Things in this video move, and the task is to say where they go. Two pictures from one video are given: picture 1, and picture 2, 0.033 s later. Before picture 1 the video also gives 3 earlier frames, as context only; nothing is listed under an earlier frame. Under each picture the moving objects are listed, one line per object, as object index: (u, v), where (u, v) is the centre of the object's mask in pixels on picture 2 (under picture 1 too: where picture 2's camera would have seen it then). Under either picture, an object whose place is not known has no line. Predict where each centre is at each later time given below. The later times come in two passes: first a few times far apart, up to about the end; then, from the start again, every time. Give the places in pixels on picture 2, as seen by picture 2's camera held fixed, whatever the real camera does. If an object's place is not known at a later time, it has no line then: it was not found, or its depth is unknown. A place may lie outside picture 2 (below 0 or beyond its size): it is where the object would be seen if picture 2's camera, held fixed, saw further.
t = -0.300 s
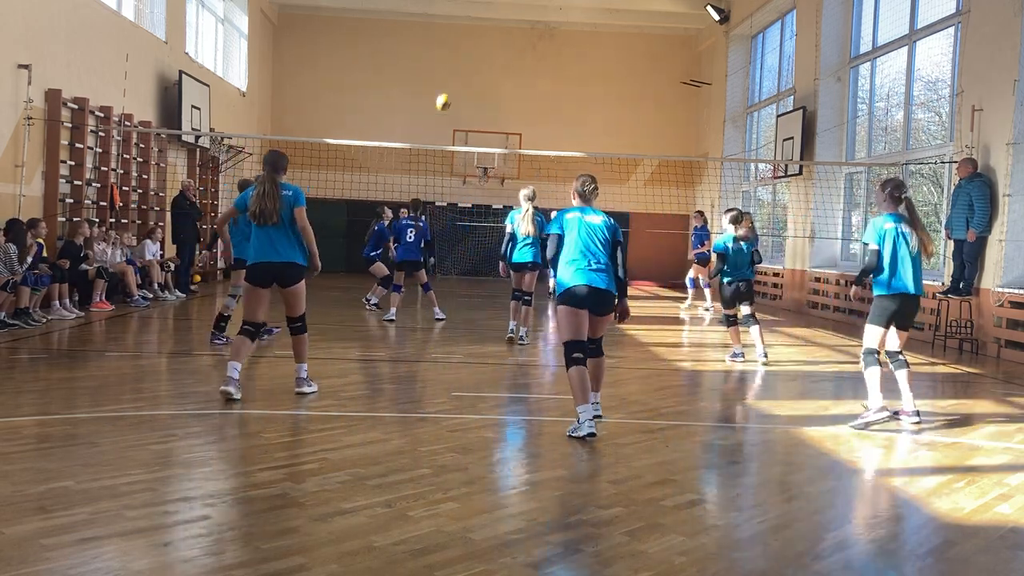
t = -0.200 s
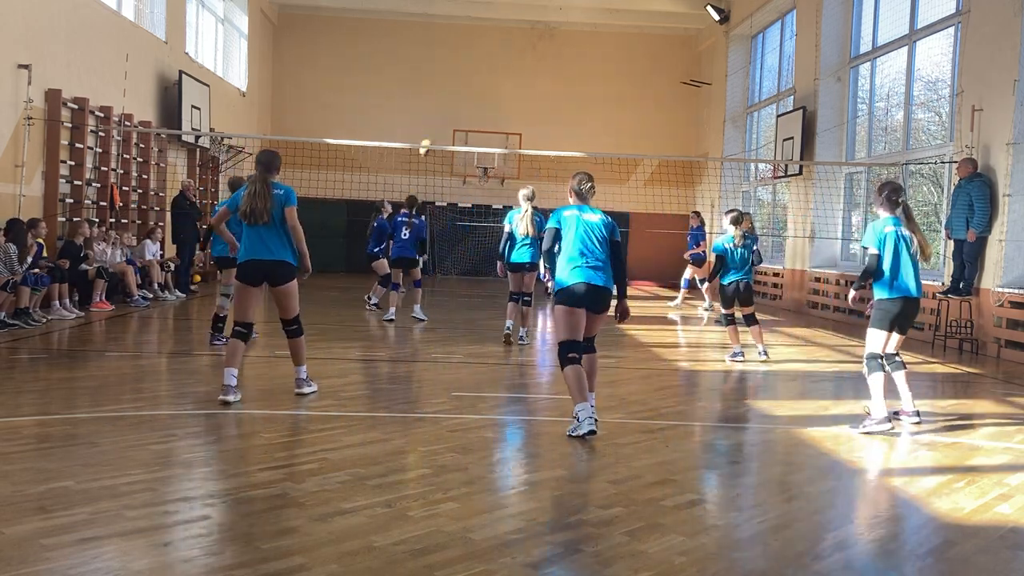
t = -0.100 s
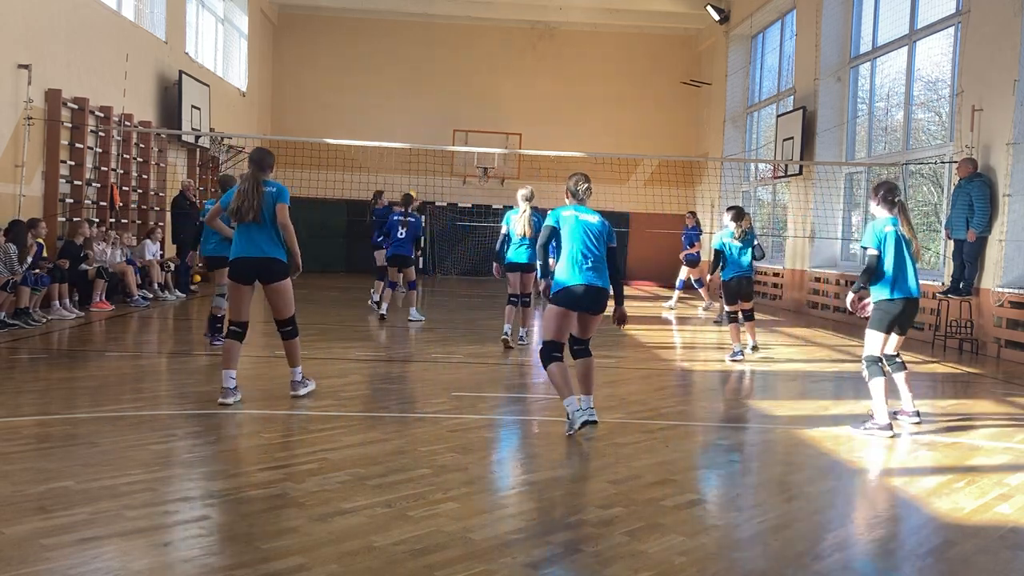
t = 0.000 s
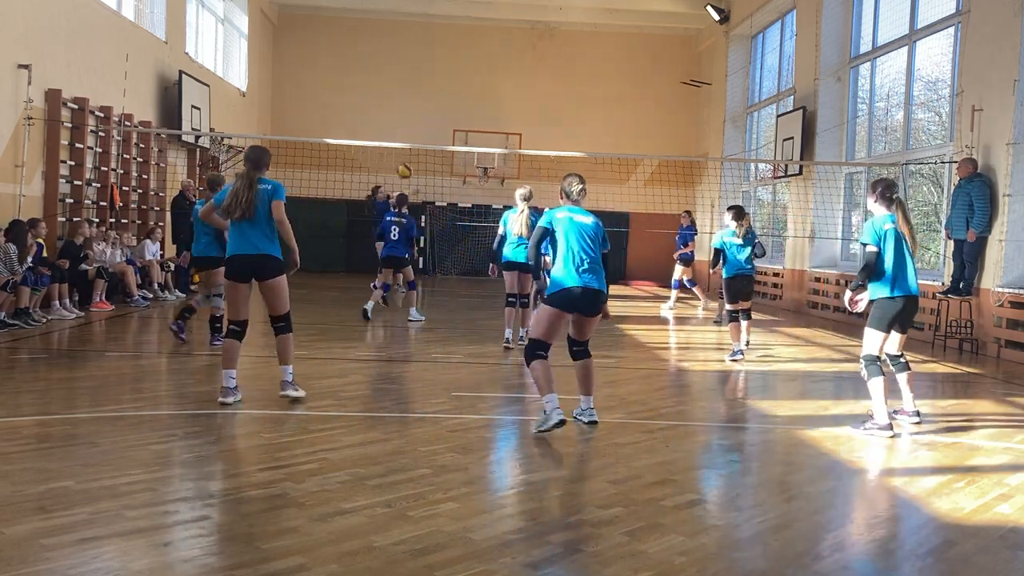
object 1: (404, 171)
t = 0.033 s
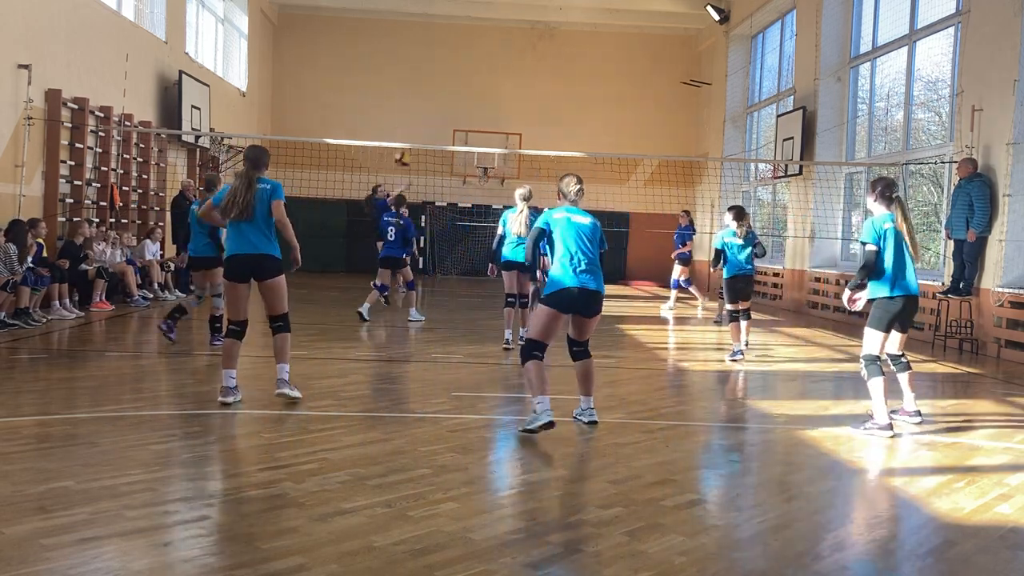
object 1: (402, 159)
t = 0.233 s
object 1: (385, 95)
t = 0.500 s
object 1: (352, 55)
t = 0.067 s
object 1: (403, 151)
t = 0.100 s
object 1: (398, 135)
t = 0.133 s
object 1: (394, 124)
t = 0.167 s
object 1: (391, 115)
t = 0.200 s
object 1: (388, 105)
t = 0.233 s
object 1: (385, 95)
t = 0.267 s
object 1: (382, 88)
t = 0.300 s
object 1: (378, 80)
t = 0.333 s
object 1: (374, 74)
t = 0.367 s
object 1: (370, 68)
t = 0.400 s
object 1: (366, 63)
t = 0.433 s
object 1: (361, 59)
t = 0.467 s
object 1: (356, 57)
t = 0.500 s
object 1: (352, 55)
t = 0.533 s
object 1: (346, 55)
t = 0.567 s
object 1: (340, 55)
